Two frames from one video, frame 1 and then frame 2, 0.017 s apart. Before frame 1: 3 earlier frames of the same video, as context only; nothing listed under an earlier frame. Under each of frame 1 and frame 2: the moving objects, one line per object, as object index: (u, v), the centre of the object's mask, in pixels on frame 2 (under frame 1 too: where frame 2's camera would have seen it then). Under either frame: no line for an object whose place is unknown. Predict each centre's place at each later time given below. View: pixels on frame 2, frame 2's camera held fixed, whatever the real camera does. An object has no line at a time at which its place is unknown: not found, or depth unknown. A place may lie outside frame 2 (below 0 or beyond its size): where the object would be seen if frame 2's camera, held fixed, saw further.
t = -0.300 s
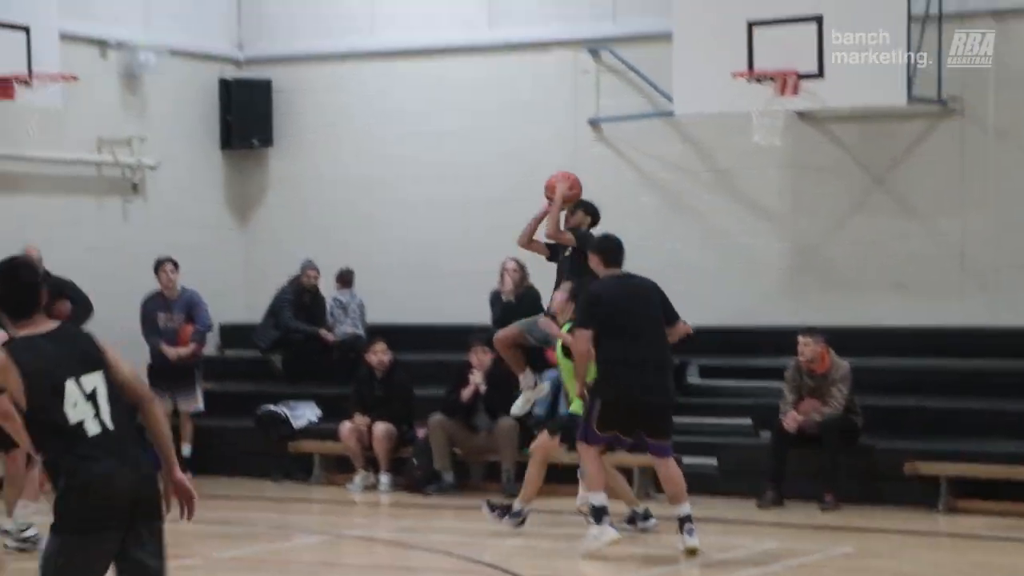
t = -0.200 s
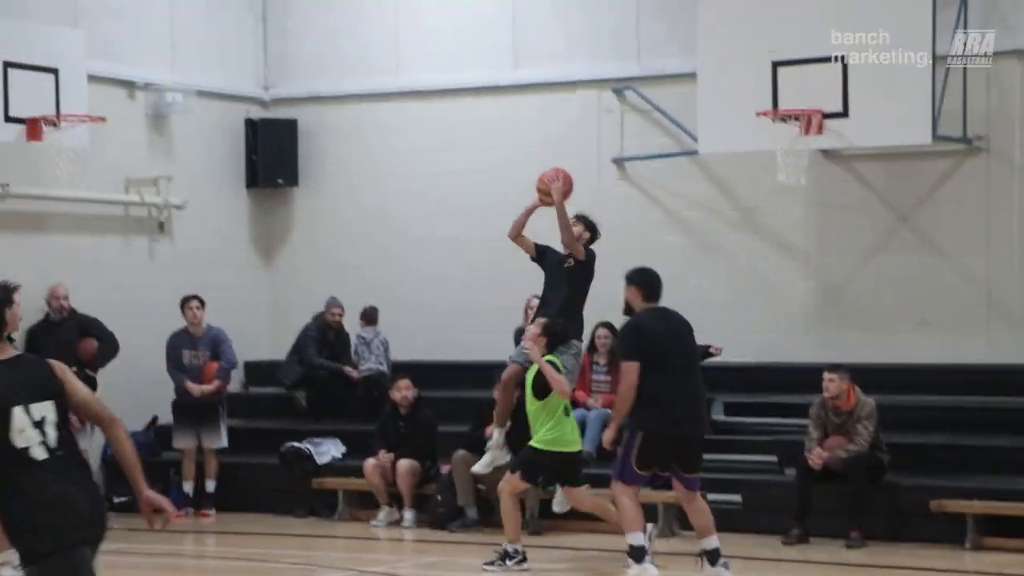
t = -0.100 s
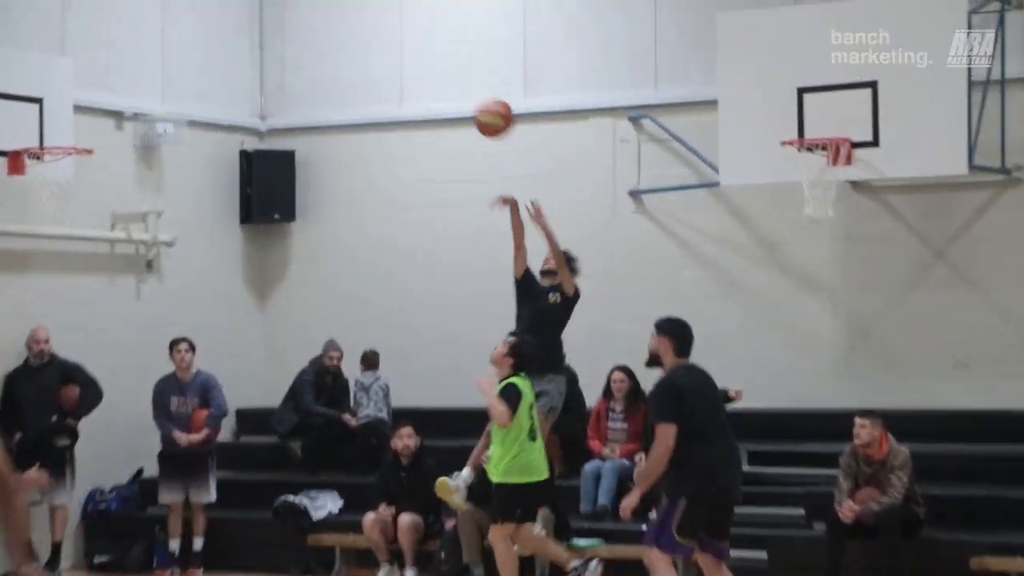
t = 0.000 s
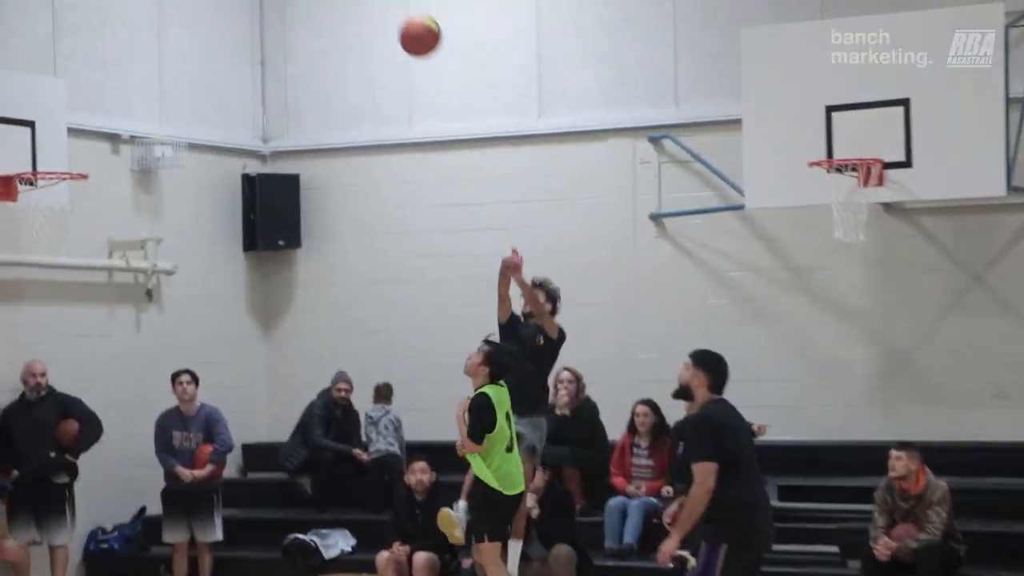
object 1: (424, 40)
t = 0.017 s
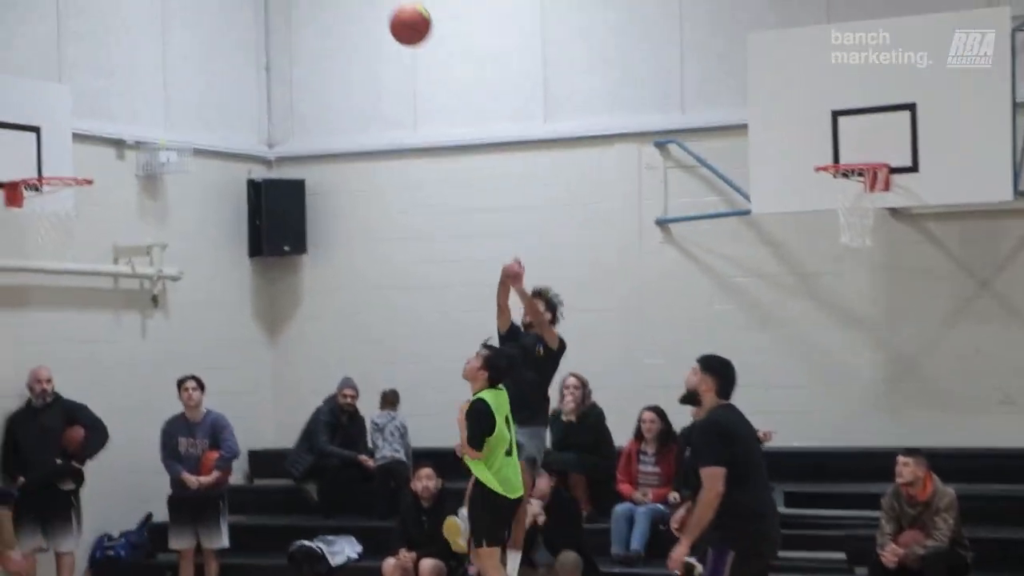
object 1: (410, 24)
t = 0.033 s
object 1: (396, 10)
